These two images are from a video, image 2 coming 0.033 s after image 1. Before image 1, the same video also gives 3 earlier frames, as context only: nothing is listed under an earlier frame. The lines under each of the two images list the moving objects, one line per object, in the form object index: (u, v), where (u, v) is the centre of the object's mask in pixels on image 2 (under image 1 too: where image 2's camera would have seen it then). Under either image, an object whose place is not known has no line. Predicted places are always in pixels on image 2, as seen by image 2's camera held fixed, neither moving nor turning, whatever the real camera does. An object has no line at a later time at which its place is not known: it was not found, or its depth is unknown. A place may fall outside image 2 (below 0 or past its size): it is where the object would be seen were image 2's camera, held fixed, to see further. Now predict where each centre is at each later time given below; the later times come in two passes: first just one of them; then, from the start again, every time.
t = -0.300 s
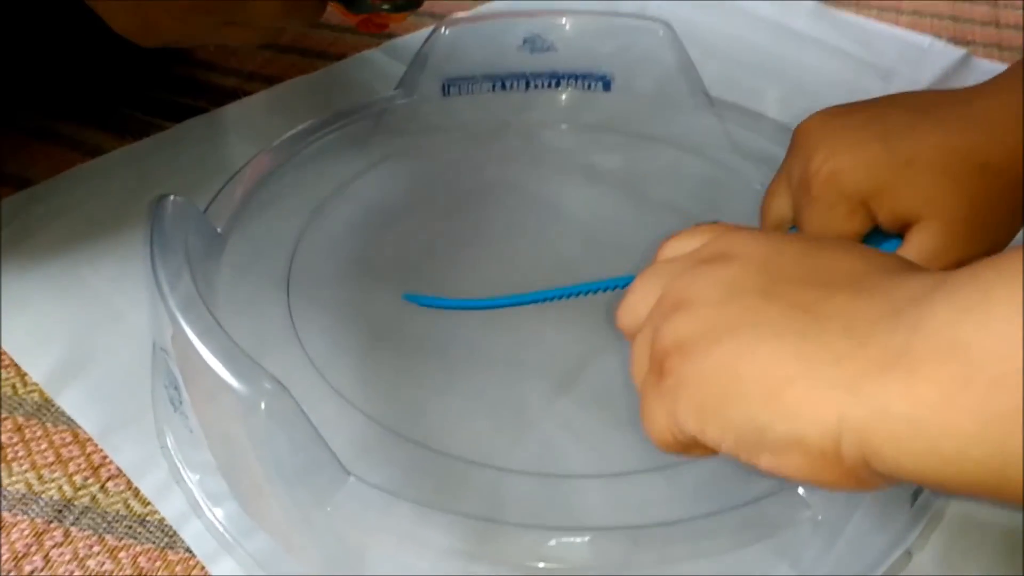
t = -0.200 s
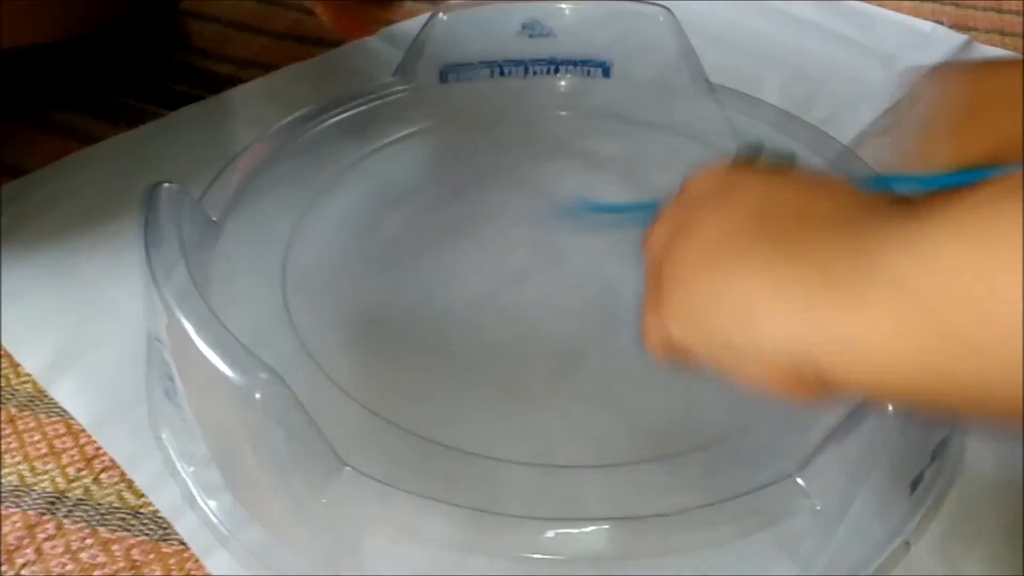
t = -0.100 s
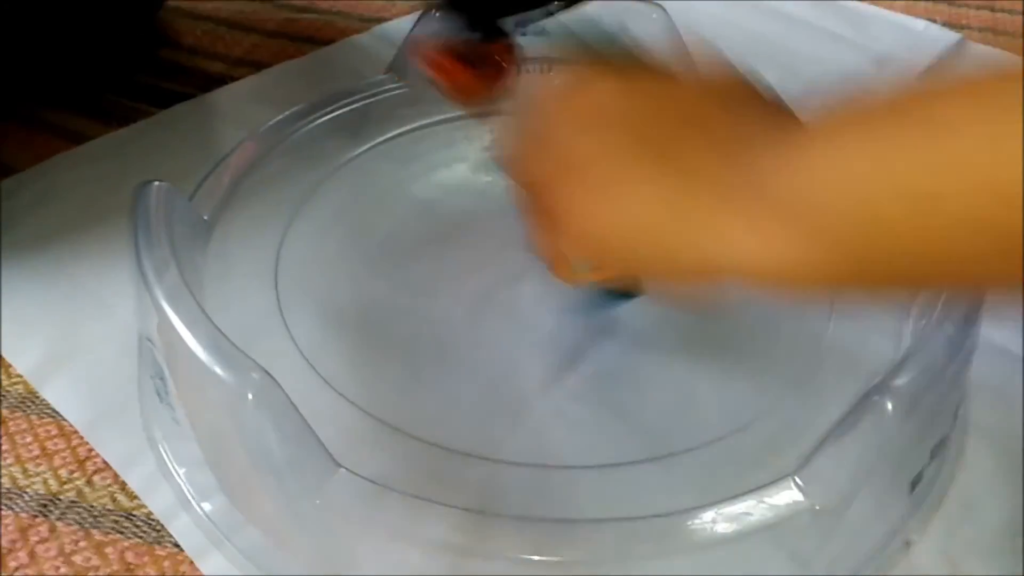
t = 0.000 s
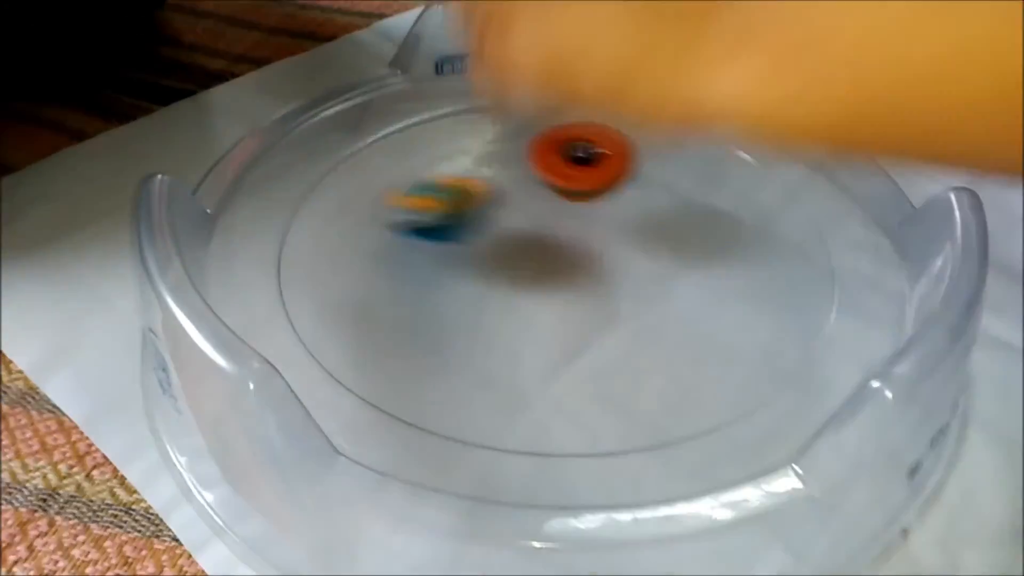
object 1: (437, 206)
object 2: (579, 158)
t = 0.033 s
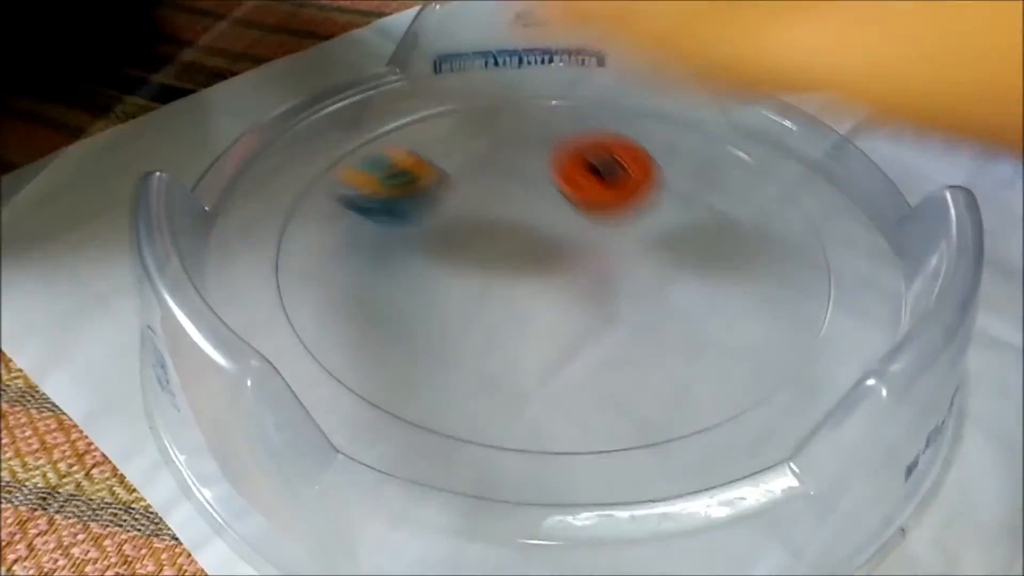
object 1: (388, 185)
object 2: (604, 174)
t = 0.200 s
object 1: (289, 145)
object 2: (676, 207)
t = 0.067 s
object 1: (344, 163)
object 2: (630, 209)
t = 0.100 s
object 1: (311, 140)
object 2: (641, 211)
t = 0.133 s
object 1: (287, 136)
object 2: (651, 220)
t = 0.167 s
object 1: (284, 136)
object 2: (664, 218)
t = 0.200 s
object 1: (289, 145)
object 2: (676, 207)
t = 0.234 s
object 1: (297, 155)
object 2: (685, 192)
